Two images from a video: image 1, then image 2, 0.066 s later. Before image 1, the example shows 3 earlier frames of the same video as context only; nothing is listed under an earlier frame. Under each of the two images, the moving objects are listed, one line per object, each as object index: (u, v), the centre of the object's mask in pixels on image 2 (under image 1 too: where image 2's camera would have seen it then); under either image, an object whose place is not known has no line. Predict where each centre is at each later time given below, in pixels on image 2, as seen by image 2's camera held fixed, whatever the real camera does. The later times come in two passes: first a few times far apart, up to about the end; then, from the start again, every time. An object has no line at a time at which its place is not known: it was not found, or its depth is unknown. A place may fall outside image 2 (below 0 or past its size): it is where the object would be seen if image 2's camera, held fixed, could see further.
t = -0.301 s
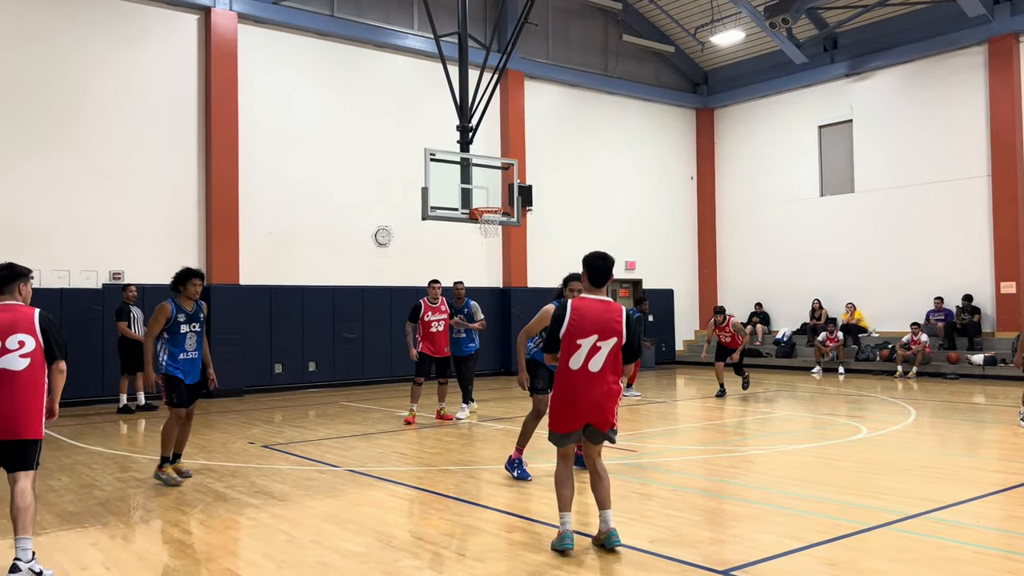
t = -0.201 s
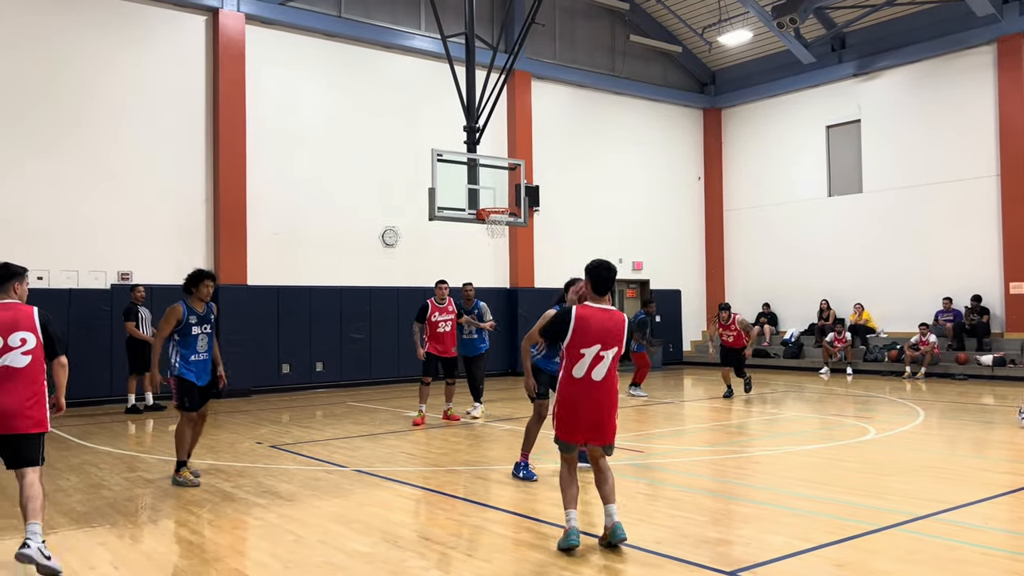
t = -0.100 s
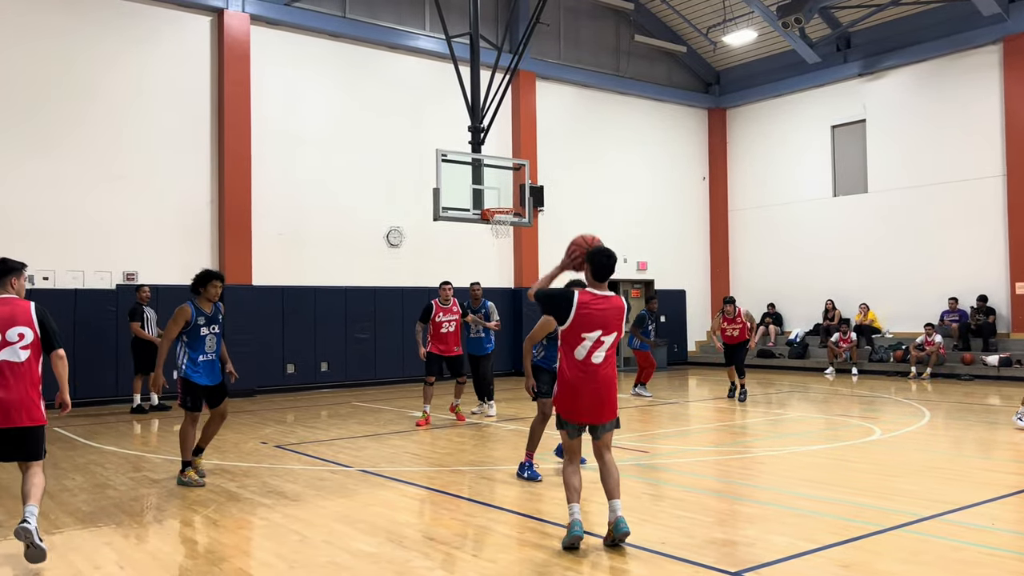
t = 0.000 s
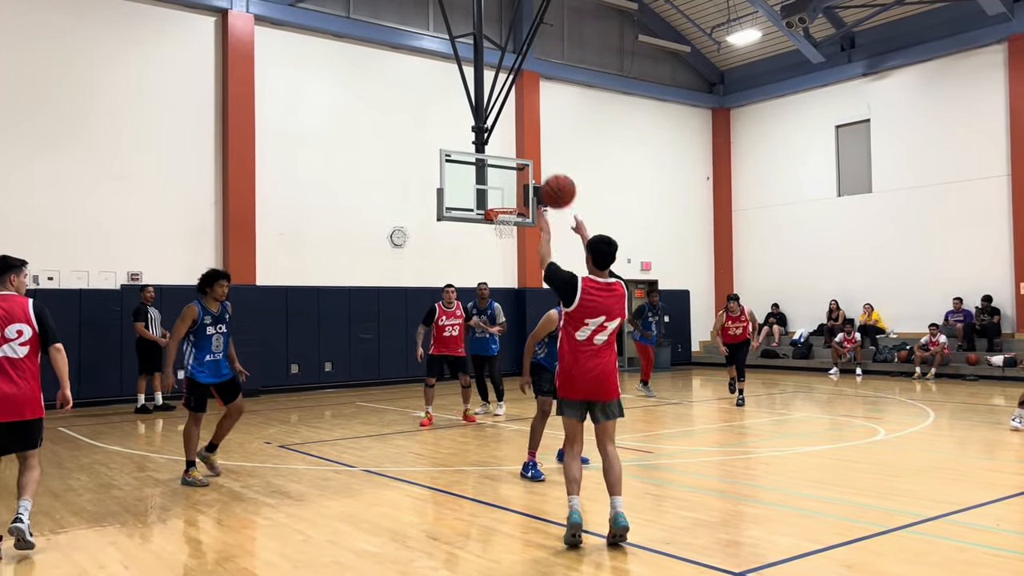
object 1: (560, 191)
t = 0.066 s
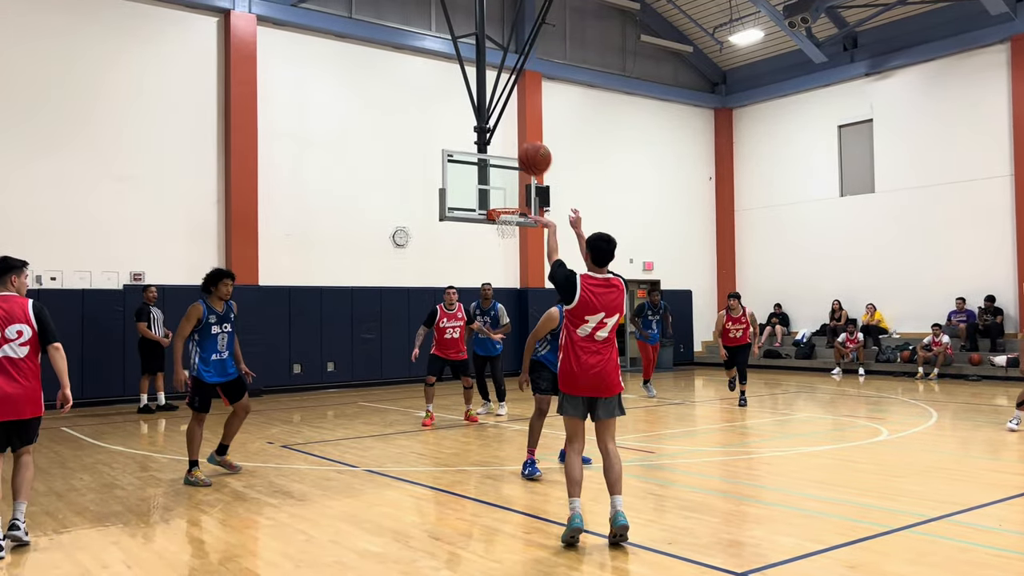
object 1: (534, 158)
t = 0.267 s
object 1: (474, 113)
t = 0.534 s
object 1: (418, 130)
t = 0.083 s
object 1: (529, 152)
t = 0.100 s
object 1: (523, 146)
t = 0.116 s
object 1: (518, 140)
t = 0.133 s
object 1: (512, 136)
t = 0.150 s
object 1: (507, 131)
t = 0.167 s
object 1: (502, 127)
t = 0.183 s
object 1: (497, 124)
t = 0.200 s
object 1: (492, 120)
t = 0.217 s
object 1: (487, 118)
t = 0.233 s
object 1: (483, 116)
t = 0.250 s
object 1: (479, 114)
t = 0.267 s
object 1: (474, 113)
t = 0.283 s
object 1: (471, 112)
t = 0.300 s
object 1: (466, 111)
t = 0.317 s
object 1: (462, 110)
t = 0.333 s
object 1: (458, 110)
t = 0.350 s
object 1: (454, 110)
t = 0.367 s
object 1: (450, 111)
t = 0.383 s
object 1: (447, 111)
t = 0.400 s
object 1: (443, 112)
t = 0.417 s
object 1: (440, 114)
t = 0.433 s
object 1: (437, 115)
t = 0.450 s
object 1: (433, 117)
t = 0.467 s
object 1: (430, 119)
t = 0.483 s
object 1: (427, 122)
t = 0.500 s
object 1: (424, 124)
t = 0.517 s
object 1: (421, 127)
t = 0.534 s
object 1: (418, 130)
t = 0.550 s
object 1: (415, 133)
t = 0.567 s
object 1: (412, 137)
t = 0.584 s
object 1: (410, 140)
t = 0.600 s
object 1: (407, 144)
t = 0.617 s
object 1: (404, 148)
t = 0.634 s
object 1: (402, 152)
